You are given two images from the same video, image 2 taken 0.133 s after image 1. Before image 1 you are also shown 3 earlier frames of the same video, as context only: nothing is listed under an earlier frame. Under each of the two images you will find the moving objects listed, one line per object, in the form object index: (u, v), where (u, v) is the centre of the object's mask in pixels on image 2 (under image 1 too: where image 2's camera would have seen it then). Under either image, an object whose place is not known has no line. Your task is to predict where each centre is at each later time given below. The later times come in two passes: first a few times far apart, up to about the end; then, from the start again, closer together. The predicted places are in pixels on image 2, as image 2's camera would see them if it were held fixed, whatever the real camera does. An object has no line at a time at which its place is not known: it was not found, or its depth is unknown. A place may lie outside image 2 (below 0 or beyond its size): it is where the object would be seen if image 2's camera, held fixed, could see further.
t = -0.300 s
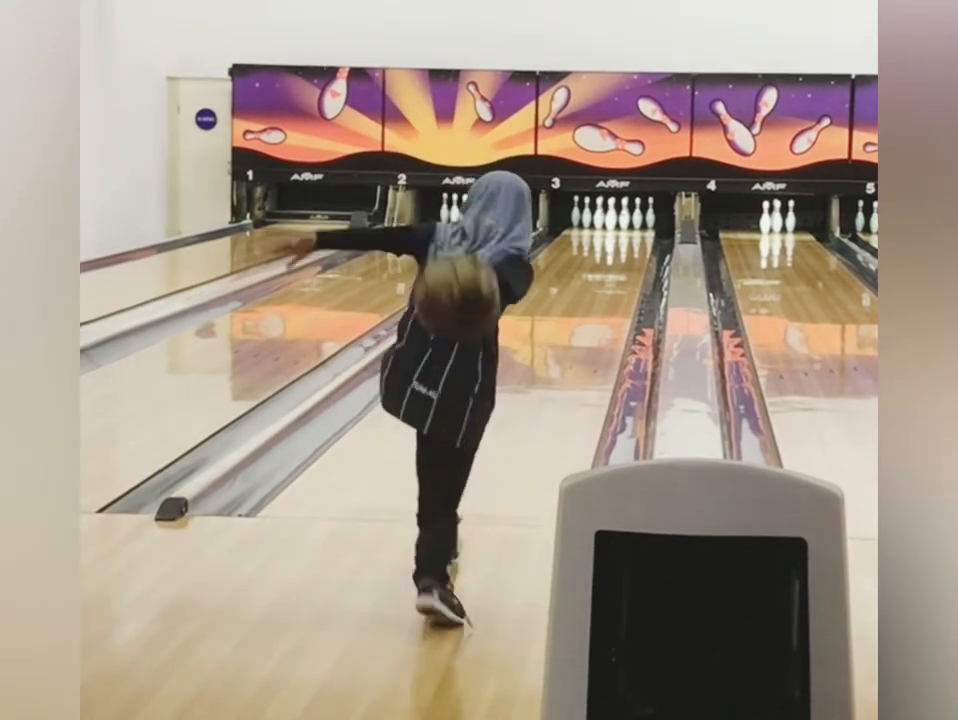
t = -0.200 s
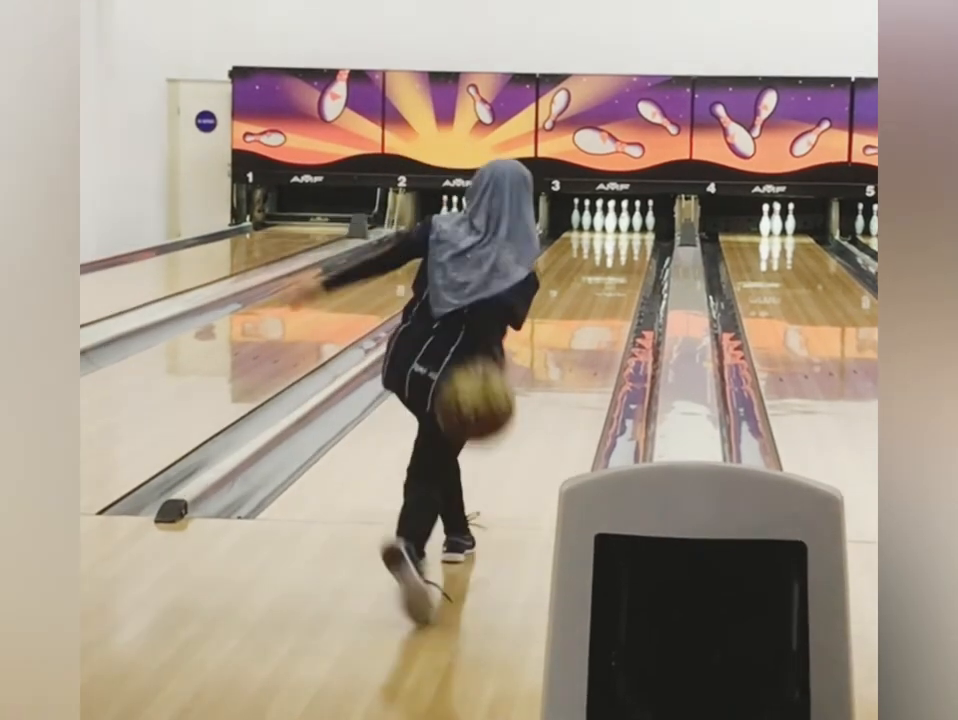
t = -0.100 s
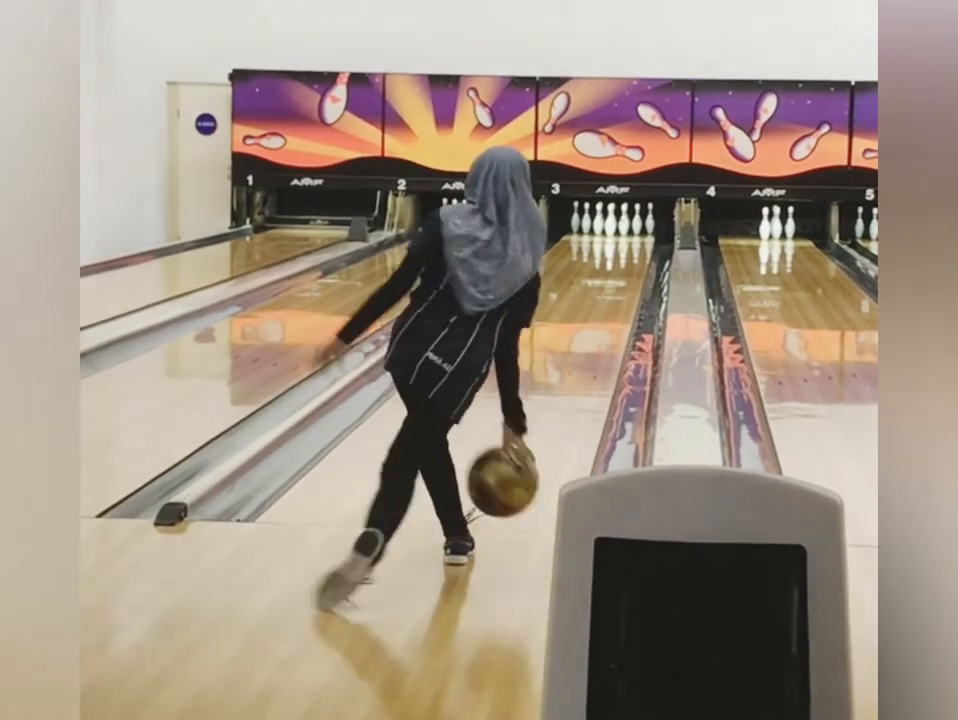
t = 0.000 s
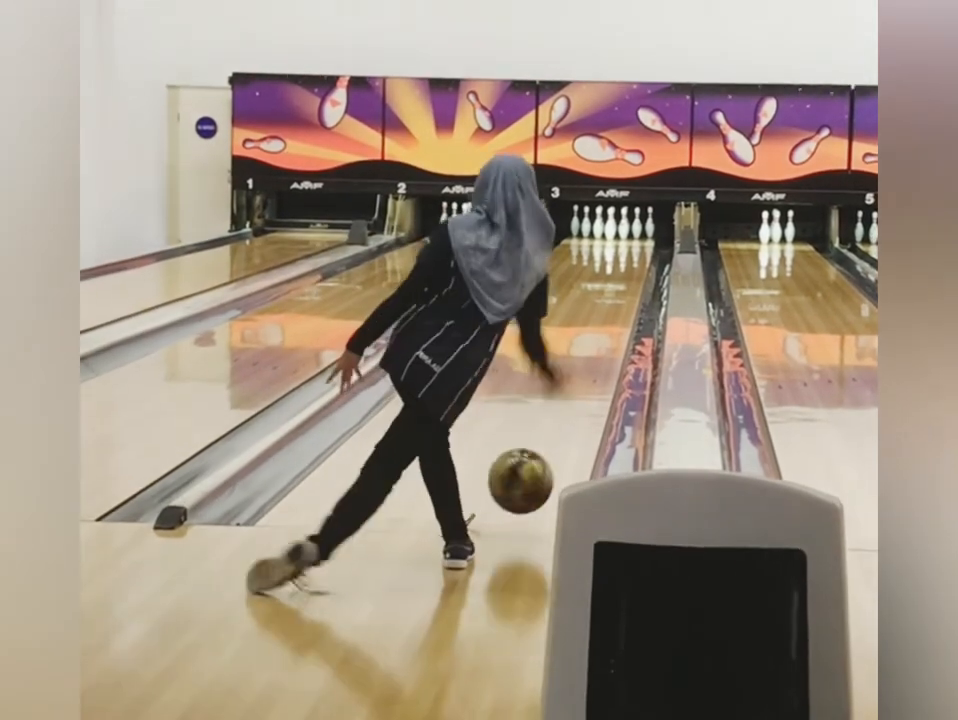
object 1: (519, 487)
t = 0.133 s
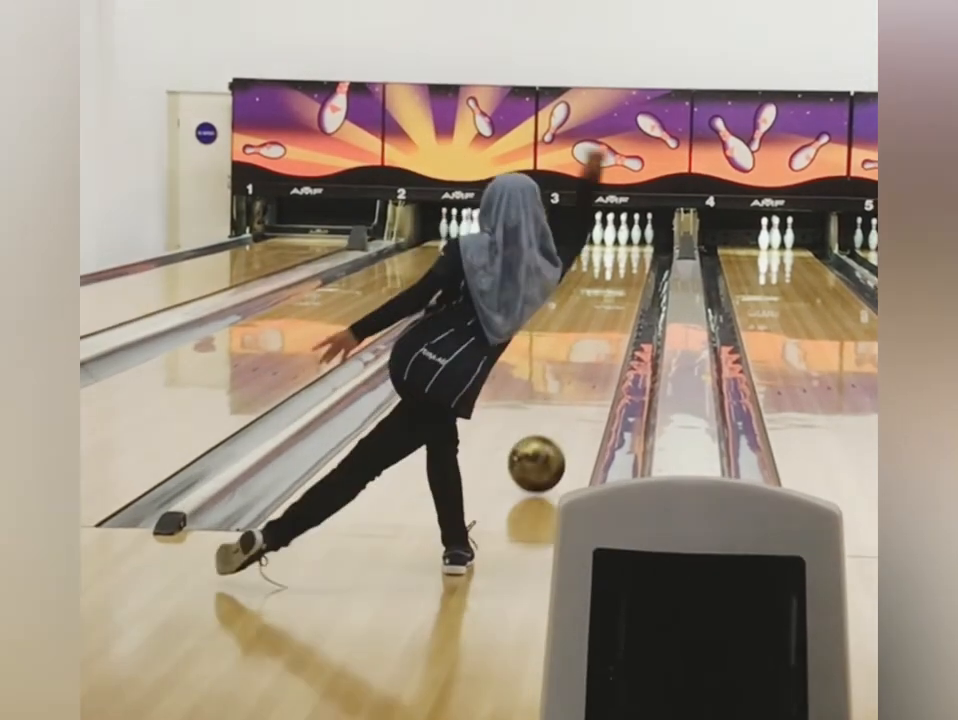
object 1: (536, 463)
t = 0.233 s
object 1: (546, 439)
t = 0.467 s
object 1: (564, 392)
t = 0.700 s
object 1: (576, 357)
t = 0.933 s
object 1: (584, 332)
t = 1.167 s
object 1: (589, 312)
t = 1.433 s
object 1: (593, 293)
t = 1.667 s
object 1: (595, 280)
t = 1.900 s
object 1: (596, 269)
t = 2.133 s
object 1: (594, 259)
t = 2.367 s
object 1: (592, 253)
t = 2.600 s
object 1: (590, 245)
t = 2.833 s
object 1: (585, 239)
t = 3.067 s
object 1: (574, 234)
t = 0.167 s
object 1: (540, 456)
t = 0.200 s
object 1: (543, 447)
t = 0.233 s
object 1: (546, 439)
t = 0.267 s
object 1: (549, 431)
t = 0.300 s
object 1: (552, 424)
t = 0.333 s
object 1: (555, 417)
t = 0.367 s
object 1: (557, 410)
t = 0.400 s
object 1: (560, 404)
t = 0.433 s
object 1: (562, 398)
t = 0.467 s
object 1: (564, 392)
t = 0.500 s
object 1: (566, 387)
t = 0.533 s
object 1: (568, 381)
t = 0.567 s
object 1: (569, 376)
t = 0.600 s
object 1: (571, 373)
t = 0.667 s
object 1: (575, 361)
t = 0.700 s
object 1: (576, 357)
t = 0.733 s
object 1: (577, 353)
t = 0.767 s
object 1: (578, 349)
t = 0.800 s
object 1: (580, 346)
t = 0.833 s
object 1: (581, 342)
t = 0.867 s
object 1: (581, 339)
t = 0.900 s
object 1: (583, 335)
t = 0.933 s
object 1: (584, 332)
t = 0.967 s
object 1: (585, 328)
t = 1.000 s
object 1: (586, 326)
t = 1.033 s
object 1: (586, 322)
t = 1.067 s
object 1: (586, 319)
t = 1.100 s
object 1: (587, 317)
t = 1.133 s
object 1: (588, 314)
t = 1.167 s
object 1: (589, 312)
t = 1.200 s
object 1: (589, 310)
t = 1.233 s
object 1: (590, 306)
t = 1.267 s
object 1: (591, 304)
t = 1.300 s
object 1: (591, 302)
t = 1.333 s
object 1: (591, 300)
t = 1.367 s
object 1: (592, 298)
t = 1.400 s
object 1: (593, 296)
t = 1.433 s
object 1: (593, 293)
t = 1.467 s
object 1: (593, 291)
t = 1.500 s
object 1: (593, 289)
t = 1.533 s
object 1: (593, 287)
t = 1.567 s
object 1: (594, 286)
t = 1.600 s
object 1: (594, 283)
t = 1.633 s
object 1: (595, 282)
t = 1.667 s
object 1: (595, 280)
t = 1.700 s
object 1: (595, 279)
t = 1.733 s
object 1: (596, 278)
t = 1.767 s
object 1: (595, 275)
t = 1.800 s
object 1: (595, 273)
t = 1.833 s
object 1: (596, 272)
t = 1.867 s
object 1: (595, 271)
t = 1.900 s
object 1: (596, 269)
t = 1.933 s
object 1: (595, 268)
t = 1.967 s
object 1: (595, 266)
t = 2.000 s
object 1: (595, 265)
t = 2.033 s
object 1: (595, 264)
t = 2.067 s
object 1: (595, 263)
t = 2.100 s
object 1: (595, 261)
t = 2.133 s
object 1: (594, 259)
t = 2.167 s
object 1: (594, 259)
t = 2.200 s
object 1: (594, 258)
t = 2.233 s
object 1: (594, 257)
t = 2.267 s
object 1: (594, 256)
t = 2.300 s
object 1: (593, 255)
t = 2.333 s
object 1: (593, 254)
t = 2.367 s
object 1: (592, 253)
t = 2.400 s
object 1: (593, 251)
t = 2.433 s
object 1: (591, 250)
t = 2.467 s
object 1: (592, 249)
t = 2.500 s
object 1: (592, 248)
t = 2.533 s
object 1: (591, 247)
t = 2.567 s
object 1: (590, 246)
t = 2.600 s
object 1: (590, 245)
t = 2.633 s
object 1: (589, 244)
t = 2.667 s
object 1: (589, 244)
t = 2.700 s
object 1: (589, 243)
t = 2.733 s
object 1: (587, 242)
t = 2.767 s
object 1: (587, 241)
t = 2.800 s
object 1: (586, 241)
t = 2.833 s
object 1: (585, 239)
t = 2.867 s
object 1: (584, 239)
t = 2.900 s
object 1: (584, 238)
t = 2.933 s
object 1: (583, 237)
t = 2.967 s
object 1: (583, 237)
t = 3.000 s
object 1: (580, 236)
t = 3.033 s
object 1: (575, 236)
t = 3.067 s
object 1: (574, 234)
